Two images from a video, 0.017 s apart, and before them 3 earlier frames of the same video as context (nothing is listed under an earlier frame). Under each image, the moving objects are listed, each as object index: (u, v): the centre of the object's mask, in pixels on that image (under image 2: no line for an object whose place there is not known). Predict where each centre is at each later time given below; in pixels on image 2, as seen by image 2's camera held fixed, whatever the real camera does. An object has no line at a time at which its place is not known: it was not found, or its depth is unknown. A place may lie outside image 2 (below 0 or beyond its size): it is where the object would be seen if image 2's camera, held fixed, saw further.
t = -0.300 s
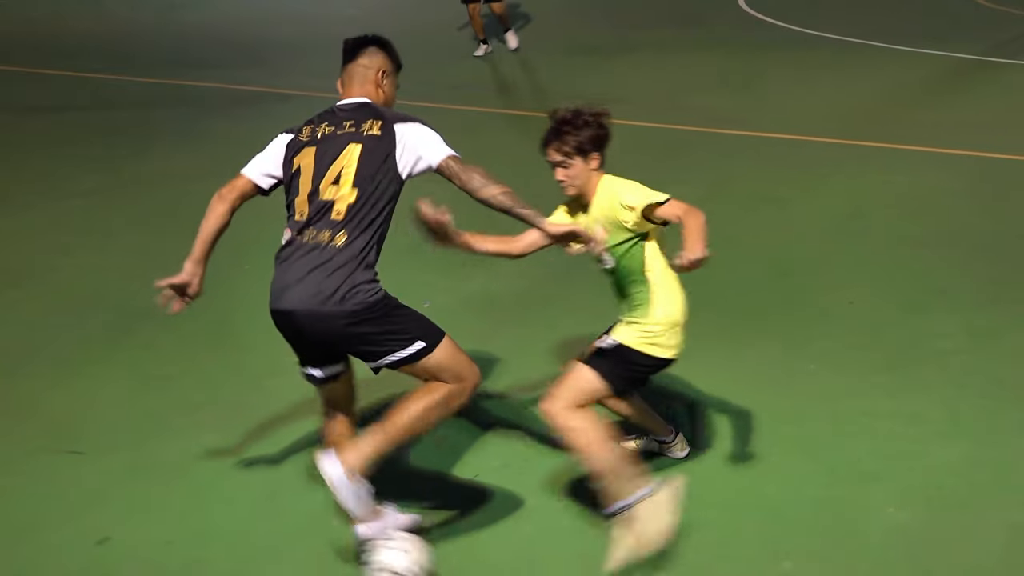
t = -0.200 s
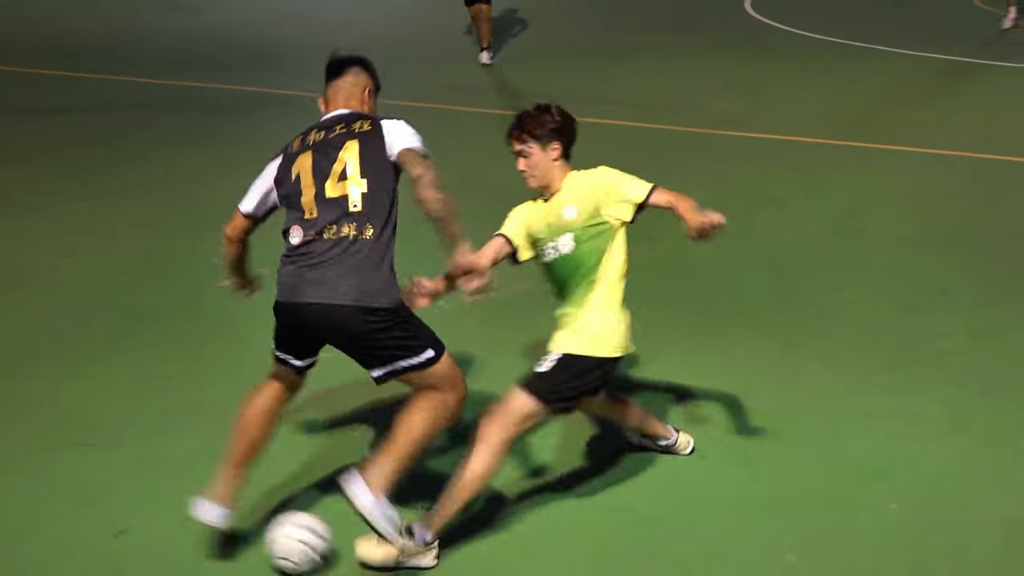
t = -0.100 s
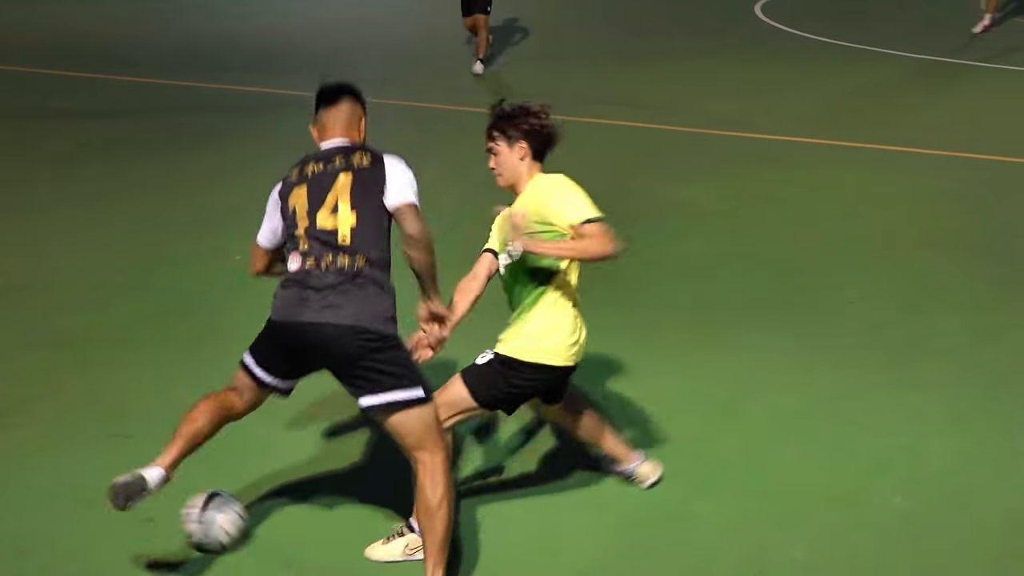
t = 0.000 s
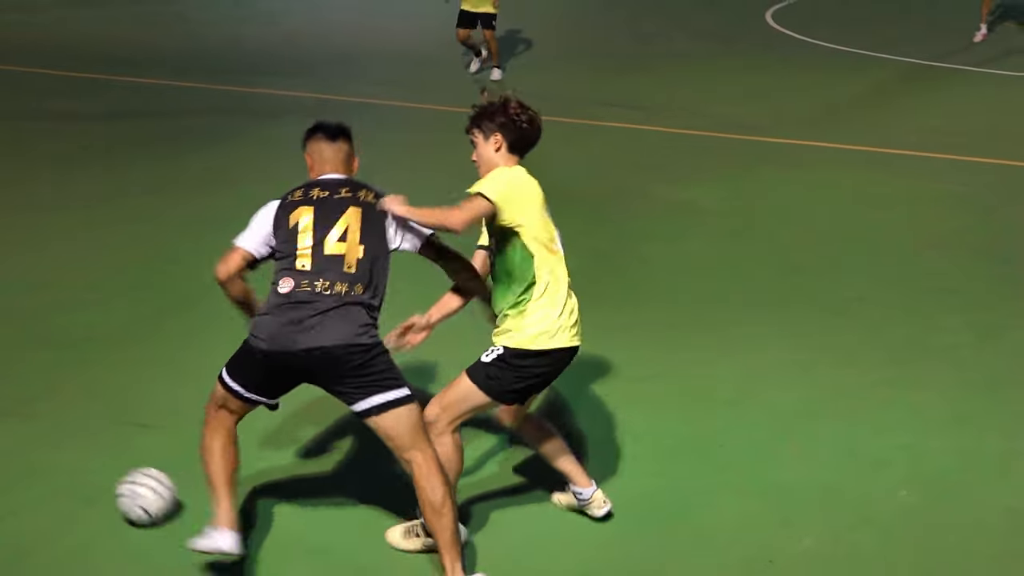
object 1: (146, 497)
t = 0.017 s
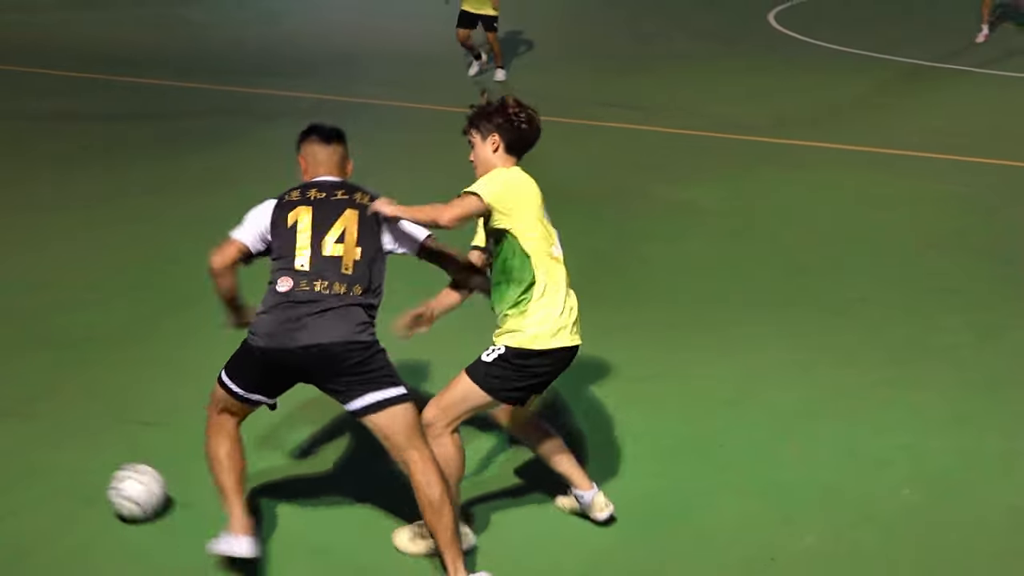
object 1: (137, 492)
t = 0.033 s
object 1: (129, 490)
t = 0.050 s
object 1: (122, 487)
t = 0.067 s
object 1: (116, 485)
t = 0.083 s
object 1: (113, 480)
